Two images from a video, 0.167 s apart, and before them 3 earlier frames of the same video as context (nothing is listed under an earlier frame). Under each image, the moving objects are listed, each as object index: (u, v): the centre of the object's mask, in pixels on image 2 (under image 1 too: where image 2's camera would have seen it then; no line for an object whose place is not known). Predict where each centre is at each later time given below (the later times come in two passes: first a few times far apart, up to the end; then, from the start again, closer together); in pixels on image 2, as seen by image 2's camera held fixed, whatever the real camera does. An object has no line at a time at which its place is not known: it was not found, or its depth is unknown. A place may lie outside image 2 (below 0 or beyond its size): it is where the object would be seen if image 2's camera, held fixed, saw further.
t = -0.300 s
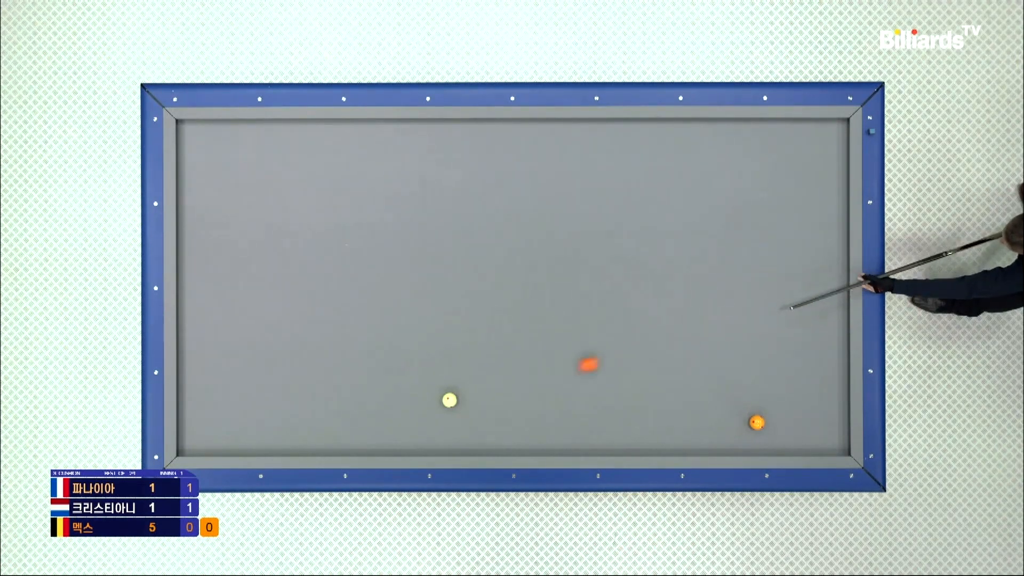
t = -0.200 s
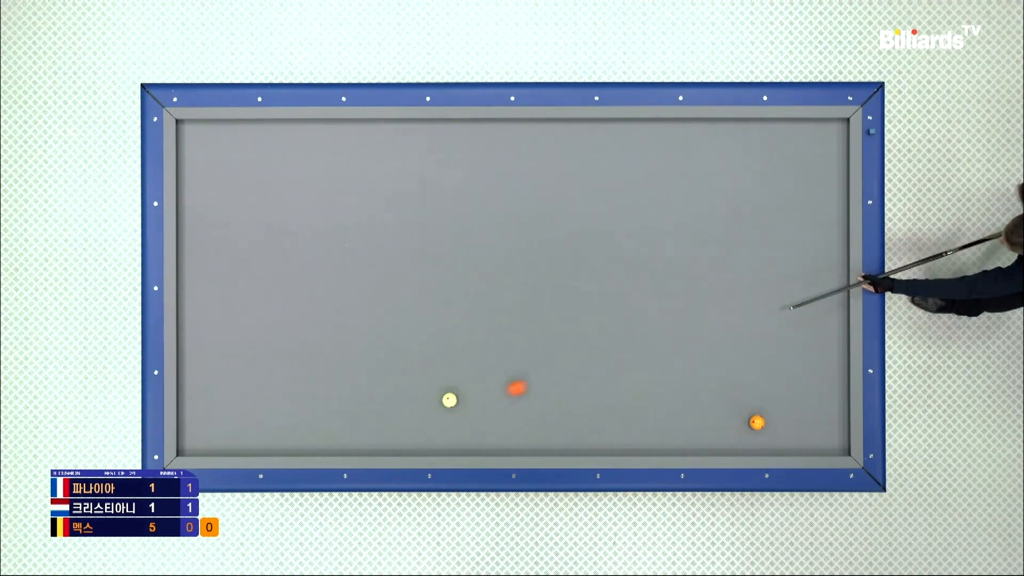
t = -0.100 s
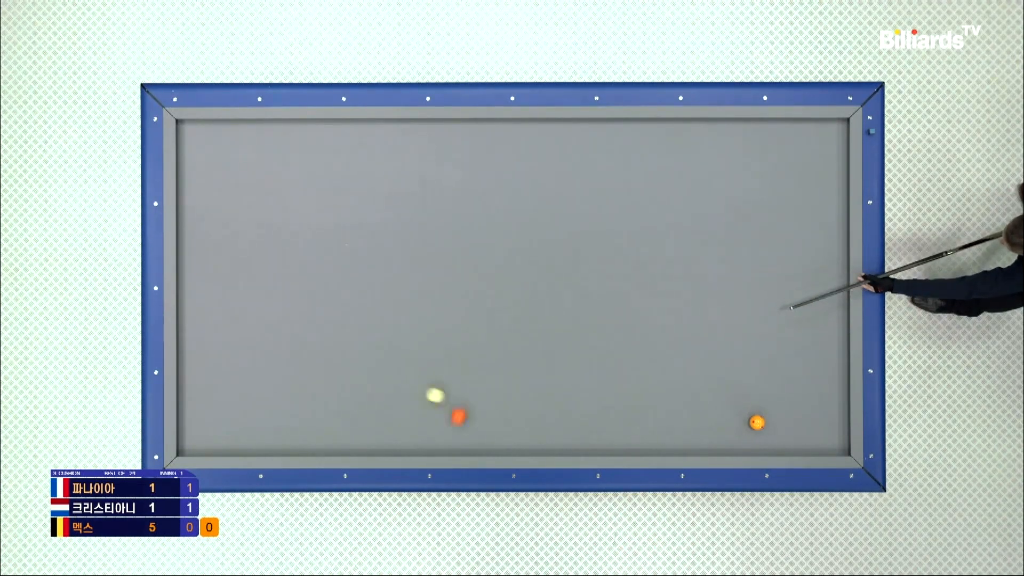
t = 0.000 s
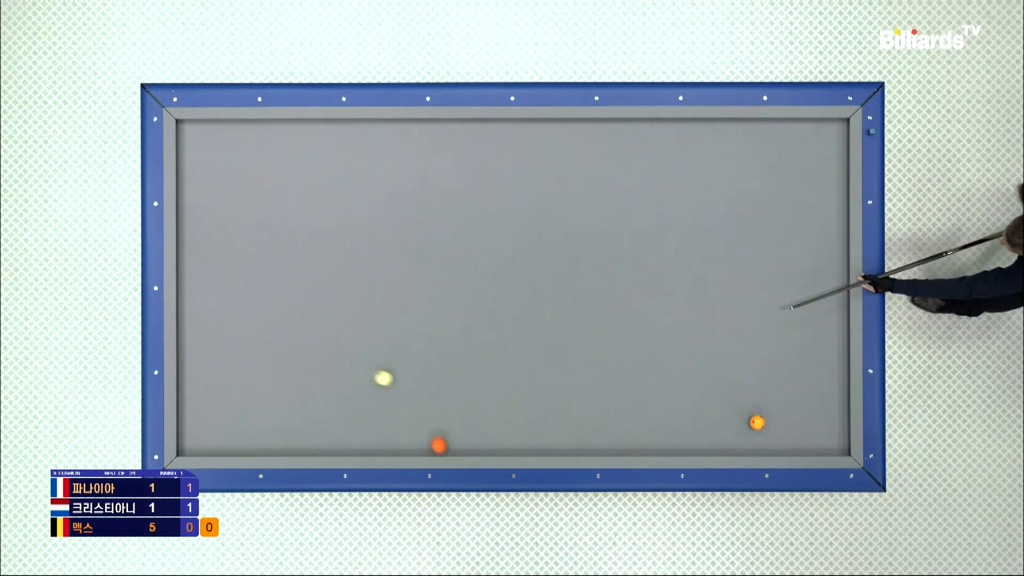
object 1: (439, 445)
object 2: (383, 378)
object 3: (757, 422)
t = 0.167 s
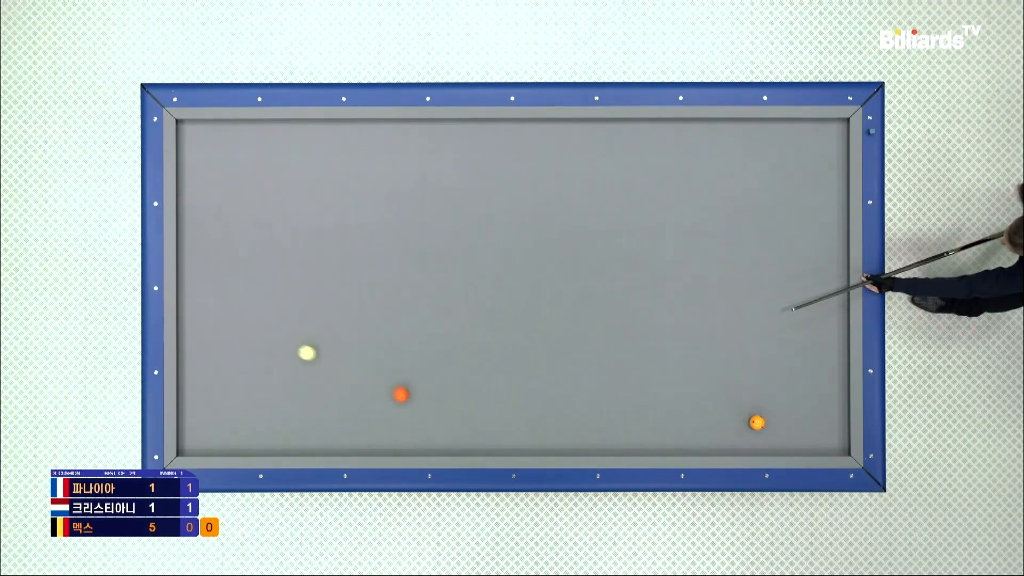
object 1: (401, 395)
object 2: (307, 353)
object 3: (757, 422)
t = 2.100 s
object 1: (392, 222)
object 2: (514, 206)
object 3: (757, 422)
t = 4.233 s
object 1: (725, 441)
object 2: (827, 150)
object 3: (757, 422)
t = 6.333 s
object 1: (799, 436)
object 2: (683, 223)
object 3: (837, 348)
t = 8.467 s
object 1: (814, 436)
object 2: (578, 277)
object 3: (804, 318)
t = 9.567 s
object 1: (814, 436)
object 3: (799, 315)
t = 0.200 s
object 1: (392, 385)
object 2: (293, 348)
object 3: (757, 422)
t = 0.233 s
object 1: (384, 377)
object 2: (279, 344)
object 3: (757, 422)
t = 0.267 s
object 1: (375, 368)
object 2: (266, 339)
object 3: (757, 422)
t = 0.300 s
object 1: (366, 360)
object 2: (253, 335)
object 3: (757, 422)
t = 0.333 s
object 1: (356, 352)
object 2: (241, 331)
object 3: (757, 422)
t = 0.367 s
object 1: (346, 345)
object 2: (228, 327)
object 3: (757, 422)
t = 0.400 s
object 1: (336, 337)
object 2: (216, 323)
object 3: (757, 422)
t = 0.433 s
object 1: (327, 330)
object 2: (203, 319)
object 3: (757, 422)
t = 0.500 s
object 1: (307, 315)
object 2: (184, 311)
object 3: (757, 422)
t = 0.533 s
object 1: (298, 307)
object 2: (195, 309)
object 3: (757, 422)
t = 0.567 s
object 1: (288, 300)
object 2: (205, 307)
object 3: (757, 422)
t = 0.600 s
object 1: (278, 292)
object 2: (214, 305)
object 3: (757, 422)
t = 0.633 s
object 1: (268, 285)
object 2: (223, 303)
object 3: (757, 422)
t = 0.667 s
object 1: (258, 278)
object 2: (232, 300)
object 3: (757, 422)
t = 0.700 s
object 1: (249, 270)
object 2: (240, 298)
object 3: (757, 422)
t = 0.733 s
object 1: (239, 263)
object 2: (247, 296)
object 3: (757, 422)
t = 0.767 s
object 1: (230, 256)
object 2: (254, 294)
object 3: (757, 422)
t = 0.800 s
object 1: (220, 248)
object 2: (261, 291)
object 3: (757, 422)
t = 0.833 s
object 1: (210, 241)
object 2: (268, 289)
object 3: (757, 422)
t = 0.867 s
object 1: (200, 234)
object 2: (274, 287)
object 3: (757, 422)
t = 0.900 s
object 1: (191, 227)
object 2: (281, 285)
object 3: (757, 422)
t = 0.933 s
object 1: (184, 219)
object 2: (288, 282)
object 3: (757, 422)
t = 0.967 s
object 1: (192, 212)
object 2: (294, 280)
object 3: (757, 422)
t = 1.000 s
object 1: (200, 204)
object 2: (301, 278)
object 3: (757, 422)
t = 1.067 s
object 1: (214, 189)
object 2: (314, 273)
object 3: (757, 422)
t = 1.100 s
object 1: (220, 181)
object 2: (321, 271)
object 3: (757, 422)
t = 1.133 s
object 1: (226, 174)
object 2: (328, 269)
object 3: (757, 422)
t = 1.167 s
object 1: (232, 166)
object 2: (334, 267)
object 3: (757, 422)
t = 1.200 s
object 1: (238, 159)
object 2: (341, 264)
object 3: (757, 422)
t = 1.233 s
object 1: (243, 152)
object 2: (348, 262)
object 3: (757, 422)
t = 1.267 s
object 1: (248, 144)
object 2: (354, 260)
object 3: (757, 422)
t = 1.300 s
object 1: (253, 137)
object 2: (361, 258)
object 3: (757, 422)
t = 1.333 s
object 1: (259, 129)
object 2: (367, 255)
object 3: (757, 422)
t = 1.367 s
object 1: (264, 127)
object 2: (374, 253)
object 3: (757, 422)
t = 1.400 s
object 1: (270, 133)
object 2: (380, 251)
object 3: (757, 422)
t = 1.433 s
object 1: (276, 139)
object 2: (387, 249)
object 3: (757, 422)
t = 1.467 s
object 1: (283, 144)
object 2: (393, 247)
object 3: (757, 422)
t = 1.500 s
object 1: (289, 149)
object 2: (400, 244)
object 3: (757, 422)
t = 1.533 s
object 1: (294, 153)
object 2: (406, 242)
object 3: (757, 422)
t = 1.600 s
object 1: (306, 162)
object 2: (419, 238)
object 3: (757, 422)
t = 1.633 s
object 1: (312, 166)
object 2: (425, 236)
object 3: (757, 422)
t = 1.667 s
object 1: (318, 170)
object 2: (432, 234)
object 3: (757, 422)
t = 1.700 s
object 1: (324, 174)
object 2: (438, 231)
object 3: (757, 422)
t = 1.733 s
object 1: (329, 178)
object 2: (444, 229)
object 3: (757, 422)
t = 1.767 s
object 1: (335, 182)
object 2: (451, 227)
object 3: (757, 422)
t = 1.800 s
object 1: (341, 186)
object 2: (457, 225)
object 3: (757, 422)
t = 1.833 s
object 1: (347, 190)
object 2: (463, 223)
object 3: (757, 422)
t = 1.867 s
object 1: (352, 194)
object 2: (470, 221)
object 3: (757, 422)
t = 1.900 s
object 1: (358, 198)
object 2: (476, 219)
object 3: (757, 422)
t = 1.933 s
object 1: (364, 202)
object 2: (482, 216)
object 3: (757, 422)
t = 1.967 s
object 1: (370, 206)
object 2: (489, 214)
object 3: (757, 422)
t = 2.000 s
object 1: (375, 210)
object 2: (495, 212)
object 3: (757, 422)
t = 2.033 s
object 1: (381, 214)
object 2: (501, 210)
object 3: (757, 422)
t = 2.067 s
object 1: (387, 218)
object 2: (507, 208)
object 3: (757, 422)
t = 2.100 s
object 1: (392, 222)
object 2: (514, 206)
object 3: (757, 422)
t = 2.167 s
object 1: (404, 229)
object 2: (526, 202)
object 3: (757, 422)
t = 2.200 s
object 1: (409, 234)
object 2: (532, 199)
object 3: (757, 422)
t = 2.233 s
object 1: (415, 238)
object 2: (538, 197)
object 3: (757, 422)
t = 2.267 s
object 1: (421, 242)
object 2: (544, 195)
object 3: (757, 422)
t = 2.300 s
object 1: (426, 245)
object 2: (550, 193)
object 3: (757, 422)
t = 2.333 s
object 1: (431, 250)
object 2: (556, 191)
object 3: (757, 422)
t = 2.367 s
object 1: (437, 253)
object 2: (563, 189)
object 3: (757, 422)
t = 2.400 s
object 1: (443, 258)
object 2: (569, 187)
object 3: (757, 422)
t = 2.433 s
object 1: (448, 261)
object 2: (575, 185)
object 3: (757, 422)
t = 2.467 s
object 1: (454, 265)
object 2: (581, 183)
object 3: (757, 422)
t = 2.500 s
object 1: (459, 269)
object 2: (587, 181)
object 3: (757, 422)
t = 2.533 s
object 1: (465, 273)
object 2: (593, 178)
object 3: (757, 422)
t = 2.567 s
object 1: (470, 277)
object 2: (599, 176)
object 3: (757, 422)
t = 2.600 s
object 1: (475, 281)
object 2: (605, 175)
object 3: (757, 422)
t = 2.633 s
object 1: (481, 285)
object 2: (611, 173)
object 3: (757, 422)
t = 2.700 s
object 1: (492, 292)
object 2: (623, 169)
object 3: (757, 422)
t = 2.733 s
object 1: (497, 296)
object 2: (629, 166)
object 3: (757, 422)
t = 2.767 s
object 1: (503, 300)
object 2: (634, 165)
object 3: (757, 422)
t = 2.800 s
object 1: (508, 304)
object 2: (640, 163)
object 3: (757, 422)
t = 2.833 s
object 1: (514, 308)
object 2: (646, 161)
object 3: (757, 422)
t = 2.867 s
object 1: (519, 311)
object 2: (652, 159)
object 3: (757, 422)
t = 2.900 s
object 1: (524, 315)
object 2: (658, 157)
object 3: (757, 422)
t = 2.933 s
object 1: (530, 319)
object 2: (664, 155)
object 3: (757, 422)
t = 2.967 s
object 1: (535, 323)
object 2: (670, 153)
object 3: (757, 422)
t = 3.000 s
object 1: (541, 326)
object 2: (675, 151)
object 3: (757, 422)
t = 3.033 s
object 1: (546, 330)
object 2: (681, 149)
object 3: (757, 422)
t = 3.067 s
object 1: (551, 334)
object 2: (687, 147)
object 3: (757, 422)
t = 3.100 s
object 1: (557, 338)
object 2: (693, 145)
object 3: (757, 422)
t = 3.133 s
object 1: (561, 342)
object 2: (699, 143)
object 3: (757, 422)
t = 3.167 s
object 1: (567, 345)
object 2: (705, 141)
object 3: (757, 422)
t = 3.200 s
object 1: (573, 349)
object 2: (710, 139)
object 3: (757, 422)
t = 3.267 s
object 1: (583, 356)
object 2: (722, 135)
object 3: (757, 422)
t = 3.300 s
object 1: (588, 360)
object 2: (727, 133)
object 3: (757, 422)
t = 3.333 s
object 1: (593, 364)
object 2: (733, 131)
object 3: (757, 422)
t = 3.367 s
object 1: (599, 367)
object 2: (739, 130)
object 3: (757, 422)
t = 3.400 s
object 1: (604, 371)
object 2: (745, 128)
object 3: (757, 422)
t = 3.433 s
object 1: (609, 375)
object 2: (750, 126)
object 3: (757, 422)
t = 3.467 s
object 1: (614, 379)
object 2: (755, 125)
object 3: (757, 422)
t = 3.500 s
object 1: (619, 382)
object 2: (761, 126)
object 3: (757, 422)
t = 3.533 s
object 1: (624, 386)
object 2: (765, 127)
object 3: (757, 422)
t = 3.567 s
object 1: (629, 389)
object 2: (770, 128)
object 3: (757, 422)
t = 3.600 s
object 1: (635, 393)
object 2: (775, 129)
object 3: (757, 422)
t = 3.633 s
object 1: (640, 397)
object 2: (780, 130)
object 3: (757, 422)
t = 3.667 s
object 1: (645, 401)
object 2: (785, 131)
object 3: (757, 422)
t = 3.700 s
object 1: (650, 404)
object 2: (790, 132)
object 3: (757, 422)
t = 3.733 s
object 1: (655, 408)
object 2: (795, 133)
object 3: (757, 422)
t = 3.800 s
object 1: (665, 414)
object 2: (804, 135)
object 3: (757, 422)
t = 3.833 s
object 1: (671, 418)
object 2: (809, 136)
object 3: (757, 422)
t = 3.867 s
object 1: (675, 422)
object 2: (814, 137)
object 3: (757, 422)
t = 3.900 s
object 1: (680, 425)
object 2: (819, 138)
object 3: (757, 422)
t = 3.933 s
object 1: (685, 429)
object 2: (824, 139)
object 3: (757, 422)
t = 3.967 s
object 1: (690, 433)
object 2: (828, 140)
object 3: (757, 422)
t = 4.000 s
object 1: (695, 436)
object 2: (833, 141)
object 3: (757, 422)
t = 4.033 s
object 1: (701, 439)
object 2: (838, 142)
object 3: (757, 422)
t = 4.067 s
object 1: (705, 443)
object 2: (842, 143)
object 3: (757, 422)
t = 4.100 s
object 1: (710, 447)
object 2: (839, 144)
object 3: (757, 422)
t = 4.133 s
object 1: (715, 448)
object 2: (836, 146)
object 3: (757, 422)
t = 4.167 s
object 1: (718, 445)
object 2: (833, 147)
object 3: (757, 422)
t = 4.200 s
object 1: (721, 443)
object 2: (830, 149)
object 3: (757, 422)
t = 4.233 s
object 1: (725, 441)
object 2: (827, 150)
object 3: (757, 422)
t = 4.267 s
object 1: (729, 439)
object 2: (825, 151)
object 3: (757, 422)
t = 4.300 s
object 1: (732, 438)
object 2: (822, 152)
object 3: (757, 422)
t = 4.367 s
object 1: (739, 435)
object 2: (817, 155)
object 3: (757, 422)
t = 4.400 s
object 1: (742, 433)
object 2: (814, 157)
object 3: (757, 422)
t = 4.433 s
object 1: (746, 432)
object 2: (812, 158)
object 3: (757, 422)
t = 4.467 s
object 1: (747, 432)
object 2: (809, 159)
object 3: (759, 420)
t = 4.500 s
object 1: (748, 432)
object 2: (806, 160)
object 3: (762, 418)
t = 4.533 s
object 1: (749, 432)
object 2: (804, 162)
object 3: (764, 417)
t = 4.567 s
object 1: (750, 432)
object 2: (802, 163)
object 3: (766, 415)
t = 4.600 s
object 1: (751, 432)
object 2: (799, 164)
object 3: (768, 414)
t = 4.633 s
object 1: (753, 433)
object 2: (796, 166)
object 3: (769, 412)
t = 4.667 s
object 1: (754, 433)
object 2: (794, 167)
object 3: (771, 411)
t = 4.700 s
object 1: (755, 433)
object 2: (792, 168)
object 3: (773, 409)
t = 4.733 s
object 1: (756, 433)
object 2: (789, 169)
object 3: (775, 408)
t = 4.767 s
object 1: (757, 433)
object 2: (786, 170)
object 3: (777, 406)
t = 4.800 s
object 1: (759, 433)
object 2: (784, 172)
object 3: (778, 405)
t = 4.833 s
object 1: (759, 433)
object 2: (782, 173)
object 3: (780, 404)
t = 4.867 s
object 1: (761, 433)
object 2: (779, 174)
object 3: (782, 402)
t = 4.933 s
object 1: (763, 434)
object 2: (774, 177)
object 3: (785, 399)
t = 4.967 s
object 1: (764, 434)
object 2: (772, 178)
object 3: (787, 398)
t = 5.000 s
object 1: (765, 434)
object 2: (769, 179)
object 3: (789, 396)
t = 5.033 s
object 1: (766, 434)
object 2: (767, 181)
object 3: (791, 395)
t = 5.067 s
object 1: (767, 434)
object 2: (765, 182)
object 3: (792, 394)
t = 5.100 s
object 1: (768, 434)
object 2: (762, 183)
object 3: (794, 392)
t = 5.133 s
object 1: (770, 434)
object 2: (760, 184)
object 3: (796, 391)
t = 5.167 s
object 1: (771, 434)
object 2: (757, 185)
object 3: (797, 389)
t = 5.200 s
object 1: (772, 434)
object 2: (755, 187)
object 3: (799, 388)
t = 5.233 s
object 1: (773, 434)
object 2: (753, 188)
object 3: (801, 387)
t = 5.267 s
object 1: (774, 435)
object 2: (751, 189)
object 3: (803, 385)
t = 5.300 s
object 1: (775, 434)
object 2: (748, 190)
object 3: (804, 384)
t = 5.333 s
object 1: (776, 434)
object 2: (746, 191)
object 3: (806, 383)
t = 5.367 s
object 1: (777, 435)
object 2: (744, 192)
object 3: (807, 381)
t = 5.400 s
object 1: (777, 435)
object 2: (742, 193)
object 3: (809, 380)
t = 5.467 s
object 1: (779, 435)
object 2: (737, 196)
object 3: (812, 378)
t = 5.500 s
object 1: (780, 435)
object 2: (735, 197)
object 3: (814, 376)
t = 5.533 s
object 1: (781, 435)
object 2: (733, 198)
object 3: (815, 375)
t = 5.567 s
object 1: (782, 435)
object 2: (730, 199)
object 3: (817, 374)
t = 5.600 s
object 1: (783, 435)
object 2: (728, 200)
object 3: (818, 372)
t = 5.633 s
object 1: (784, 435)
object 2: (726, 201)
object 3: (820, 371)
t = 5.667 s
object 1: (785, 435)
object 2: (724, 203)
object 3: (822, 370)
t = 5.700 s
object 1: (786, 435)
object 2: (722, 203)
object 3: (823, 369)
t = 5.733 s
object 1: (786, 435)
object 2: (719, 204)
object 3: (825, 367)
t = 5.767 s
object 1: (787, 435)
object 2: (717, 206)
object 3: (826, 366)
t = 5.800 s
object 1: (788, 435)
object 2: (715, 207)
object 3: (828, 365)
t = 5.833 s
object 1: (788, 435)
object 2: (713, 208)
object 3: (829, 364)
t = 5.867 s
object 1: (789, 436)
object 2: (711, 209)
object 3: (830, 363)
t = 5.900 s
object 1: (790, 436)
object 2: (709, 210)
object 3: (832, 361)
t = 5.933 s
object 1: (791, 436)
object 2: (707, 211)
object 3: (833, 360)
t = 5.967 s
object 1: (792, 436)
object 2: (705, 212)
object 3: (835, 359)
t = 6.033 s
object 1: (793, 436)
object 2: (701, 214)
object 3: (838, 357)
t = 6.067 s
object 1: (794, 436)
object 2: (699, 215)
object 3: (839, 355)
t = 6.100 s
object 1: (794, 436)
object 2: (697, 216)
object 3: (841, 354)
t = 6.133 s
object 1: (795, 436)
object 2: (695, 218)
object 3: (842, 353)
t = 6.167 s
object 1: (796, 436)
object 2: (693, 218)
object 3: (841, 352)
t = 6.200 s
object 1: (796, 436)
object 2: (691, 219)
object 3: (840, 351)
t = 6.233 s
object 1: (797, 436)
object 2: (689, 220)
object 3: (840, 350)
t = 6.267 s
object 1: (797, 436)
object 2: (687, 221)
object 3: (839, 350)
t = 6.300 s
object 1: (798, 436)
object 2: (685, 222)
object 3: (838, 349)
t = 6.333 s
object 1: (799, 436)
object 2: (683, 223)
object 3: (837, 348)
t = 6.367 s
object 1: (800, 436)
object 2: (681, 224)
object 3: (836, 348)
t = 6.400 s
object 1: (800, 436)
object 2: (679, 225)
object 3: (836, 347)
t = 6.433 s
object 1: (801, 436)
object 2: (677, 226)
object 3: (835, 346)
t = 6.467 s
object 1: (801, 436)
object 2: (675, 228)
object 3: (834, 345)
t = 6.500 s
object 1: (802, 436)
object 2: (673, 229)
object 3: (834, 345)
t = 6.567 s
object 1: (803, 436)
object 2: (669, 230)
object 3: (832, 344)
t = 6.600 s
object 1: (804, 436)
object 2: (667, 231)
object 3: (831, 343)
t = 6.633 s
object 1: (804, 436)
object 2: (665, 232)
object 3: (831, 342)
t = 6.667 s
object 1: (805, 436)
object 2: (664, 233)
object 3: (830, 342)
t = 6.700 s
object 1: (805, 436)
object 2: (662, 234)
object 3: (829, 341)
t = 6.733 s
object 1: (806, 436)
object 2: (660, 235)
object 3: (829, 340)
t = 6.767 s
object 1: (806, 436)
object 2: (659, 236)
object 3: (828, 340)
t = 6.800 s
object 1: (806, 436)
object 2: (657, 237)
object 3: (827, 339)
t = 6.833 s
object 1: (806, 436)
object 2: (654, 238)
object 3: (827, 338)
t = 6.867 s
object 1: (807, 436)
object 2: (653, 239)
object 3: (826, 338)
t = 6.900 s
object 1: (808, 436)
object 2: (651, 240)
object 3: (825, 337)
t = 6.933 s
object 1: (808, 436)
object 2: (649, 240)
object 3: (825, 337)
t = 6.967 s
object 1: (808, 436)
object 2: (647, 242)
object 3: (824, 336)
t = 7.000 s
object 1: (809, 436)
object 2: (646, 242)
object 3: (823, 336)
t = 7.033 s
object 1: (809, 436)
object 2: (644, 243)
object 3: (823, 335)
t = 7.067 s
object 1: (809, 436)
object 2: (642, 244)
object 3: (822, 335)
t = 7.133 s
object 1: (810, 436)
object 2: (639, 246)
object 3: (821, 333)
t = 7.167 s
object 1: (811, 436)
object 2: (637, 247)
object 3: (821, 333)
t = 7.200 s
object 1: (811, 436)
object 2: (635, 248)
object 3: (820, 332)
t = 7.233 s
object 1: (811, 436)
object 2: (634, 249)
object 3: (819, 332)
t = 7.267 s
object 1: (811, 436)
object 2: (632, 249)
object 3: (819, 331)
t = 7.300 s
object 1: (812, 436)
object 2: (630, 250)
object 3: (818, 331)
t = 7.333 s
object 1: (812, 436)
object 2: (629, 251)
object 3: (818, 330)
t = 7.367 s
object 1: (812, 436)
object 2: (627, 252)
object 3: (817, 330)
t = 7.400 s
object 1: (812, 436)
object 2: (625, 253)
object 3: (817, 330)
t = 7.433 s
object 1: (813, 436)
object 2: (624, 254)
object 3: (816, 329)
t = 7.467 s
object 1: (813, 436)
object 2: (622, 255)
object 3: (816, 328)
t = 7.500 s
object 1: (813, 436)
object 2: (621, 255)
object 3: (815, 328)
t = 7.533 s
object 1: (813, 436)
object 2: (619, 256)
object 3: (815, 328)
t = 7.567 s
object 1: (813, 436)
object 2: (617, 257)
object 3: (814, 327)
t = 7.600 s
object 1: (813, 436)
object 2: (616, 258)
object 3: (814, 327)
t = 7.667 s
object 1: (814, 436)
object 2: (612, 260)
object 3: (813, 326)
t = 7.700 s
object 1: (814, 436)
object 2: (611, 260)
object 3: (812, 325)
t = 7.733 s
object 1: (814, 436)
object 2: (610, 261)
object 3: (812, 325)
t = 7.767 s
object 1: (814, 436)
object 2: (608, 262)
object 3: (811, 325)
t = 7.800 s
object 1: (814, 436)
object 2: (606, 263)
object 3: (811, 324)
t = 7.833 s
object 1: (814, 436)
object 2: (605, 263)
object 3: (810, 324)
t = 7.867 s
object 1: (814, 436)
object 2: (603, 264)
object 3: (810, 323)
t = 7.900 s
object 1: (814, 436)
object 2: (602, 265)
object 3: (809, 323)
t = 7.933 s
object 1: (814, 436)
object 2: (600, 265)
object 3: (809, 323)
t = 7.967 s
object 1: (814, 436)
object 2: (599, 266)
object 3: (809, 322)
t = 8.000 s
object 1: (814, 436)
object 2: (598, 267)
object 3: (808, 322)
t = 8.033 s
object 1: (814, 436)
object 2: (596, 268)
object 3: (808, 322)
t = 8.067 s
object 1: (814, 436)
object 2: (595, 268)
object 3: (808, 321)
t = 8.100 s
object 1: (814, 436)
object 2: (593, 269)
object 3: (807, 321)
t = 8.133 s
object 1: (814, 436)
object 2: (592, 270)
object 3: (807, 321)
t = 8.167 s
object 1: (814, 436)
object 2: (590, 271)
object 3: (807, 320)
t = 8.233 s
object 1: (814, 436)
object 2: (588, 272)
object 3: (806, 320)
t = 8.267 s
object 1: (814, 436)
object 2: (586, 273)
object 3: (806, 320)
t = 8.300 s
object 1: (814, 436)
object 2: (585, 273)
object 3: (805, 319)
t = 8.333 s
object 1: (814, 436)
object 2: (583, 274)
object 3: (805, 319)
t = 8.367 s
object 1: (814, 436)
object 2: (582, 275)
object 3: (805, 319)
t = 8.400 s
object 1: (814, 436)
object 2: (580, 275)
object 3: (804, 319)
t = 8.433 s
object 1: (814, 436)
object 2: (579, 276)
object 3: (804, 318)
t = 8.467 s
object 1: (814, 436)
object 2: (578, 277)
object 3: (804, 318)
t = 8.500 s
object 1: (814, 436)
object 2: (577, 277)
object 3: (803, 318)
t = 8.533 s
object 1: (814, 436)
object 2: (575, 278)
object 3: (803, 318)
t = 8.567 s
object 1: (814, 436)
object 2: (574, 279)
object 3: (803, 318)
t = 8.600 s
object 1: (814, 436)
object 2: (573, 279)
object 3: (803, 317)
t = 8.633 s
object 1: (814, 436)
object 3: (802, 317)
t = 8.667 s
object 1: (814, 436)
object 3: (802, 317)
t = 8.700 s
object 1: (814, 436)
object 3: (802, 317)
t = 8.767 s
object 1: (814, 436)
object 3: (802, 316)
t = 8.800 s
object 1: (814, 436)
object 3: (801, 316)
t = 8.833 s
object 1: (814, 436)
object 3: (801, 316)
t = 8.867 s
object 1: (814, 436)
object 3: (801, 316)
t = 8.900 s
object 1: (814, 436)
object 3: (801, 316)
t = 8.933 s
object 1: (814, 436)
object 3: (801, 316)
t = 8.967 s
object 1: (814, 436)
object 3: (800, 316)
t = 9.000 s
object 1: (814, 436)
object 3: (800, 316)
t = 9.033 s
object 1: (814, 436)
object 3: (800, 316)
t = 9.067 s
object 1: (814, 436)
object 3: (800, 315)
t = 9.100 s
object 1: (814, 436)
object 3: (800, 315)
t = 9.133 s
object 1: (814, 436)
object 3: (800, 315)
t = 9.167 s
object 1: (814, 436)
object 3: (800, 315)
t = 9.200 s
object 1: (814, 436)
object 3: (800, 315)
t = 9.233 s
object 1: (814, 436)
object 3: (800, 315)
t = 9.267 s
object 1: (814, 436)
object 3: (799, 315)
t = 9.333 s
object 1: (814, 436)
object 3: (799, 315)
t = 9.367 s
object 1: (814, 436)
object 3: (799, 315)
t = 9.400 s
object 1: (814, 436)
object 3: (799, 315)
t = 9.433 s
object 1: (814, 436)
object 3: (799, 315)
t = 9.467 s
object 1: (814, 436)
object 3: (799, 315)
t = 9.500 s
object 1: (814, 436)
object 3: (799, 315)
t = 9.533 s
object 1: (814, 436)
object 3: (799, 315)
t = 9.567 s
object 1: (814, 436)
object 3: (799, 315)
